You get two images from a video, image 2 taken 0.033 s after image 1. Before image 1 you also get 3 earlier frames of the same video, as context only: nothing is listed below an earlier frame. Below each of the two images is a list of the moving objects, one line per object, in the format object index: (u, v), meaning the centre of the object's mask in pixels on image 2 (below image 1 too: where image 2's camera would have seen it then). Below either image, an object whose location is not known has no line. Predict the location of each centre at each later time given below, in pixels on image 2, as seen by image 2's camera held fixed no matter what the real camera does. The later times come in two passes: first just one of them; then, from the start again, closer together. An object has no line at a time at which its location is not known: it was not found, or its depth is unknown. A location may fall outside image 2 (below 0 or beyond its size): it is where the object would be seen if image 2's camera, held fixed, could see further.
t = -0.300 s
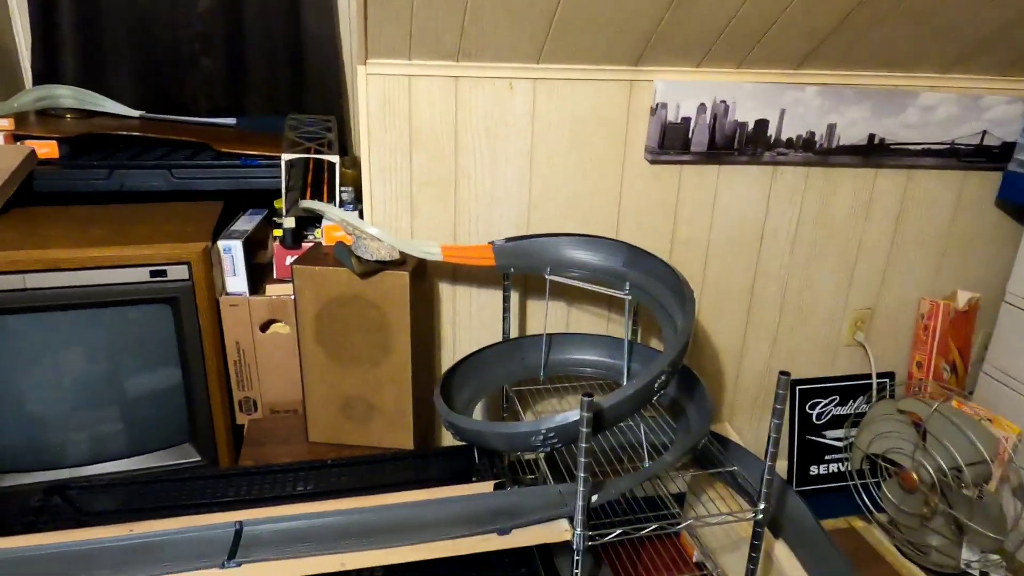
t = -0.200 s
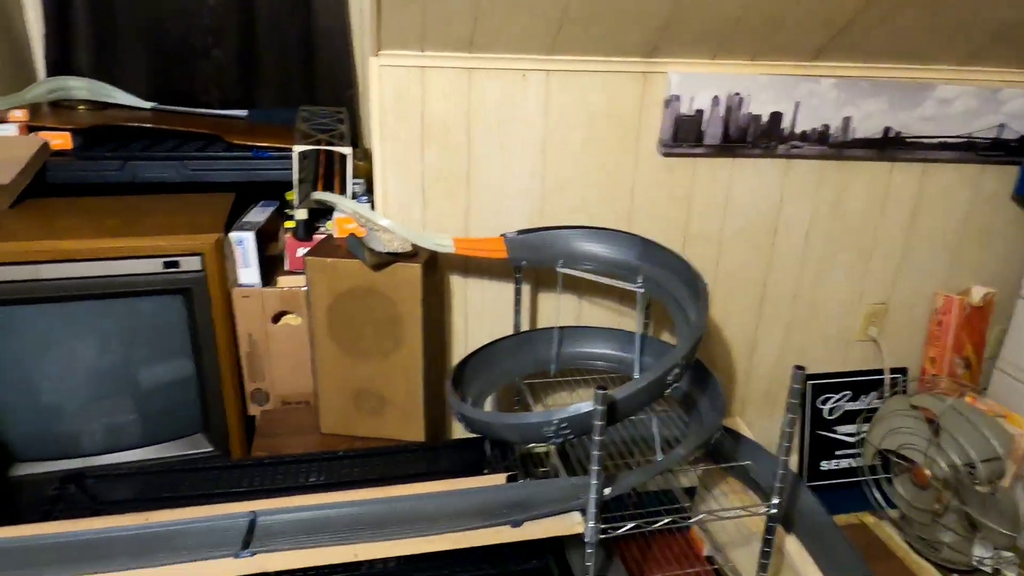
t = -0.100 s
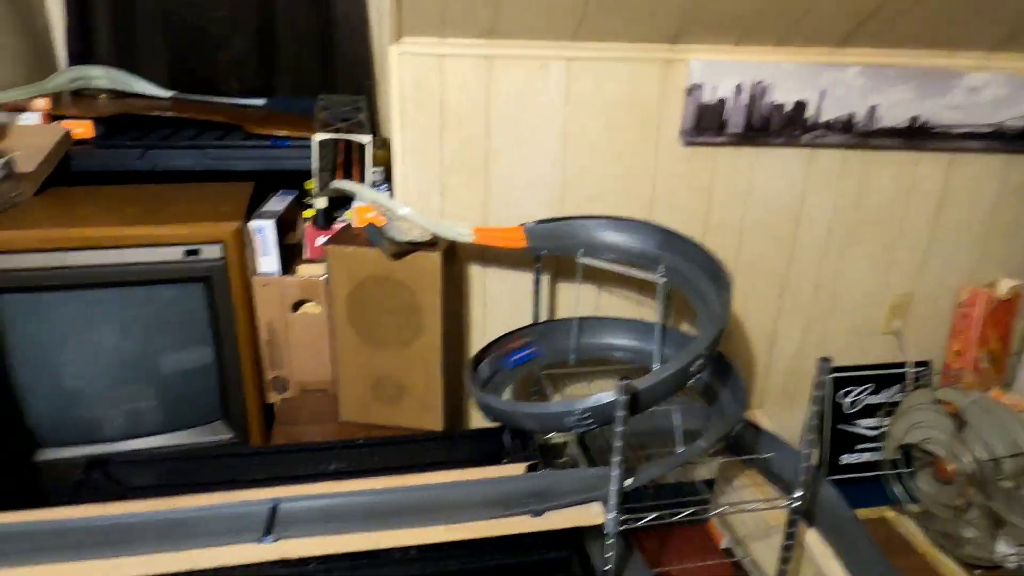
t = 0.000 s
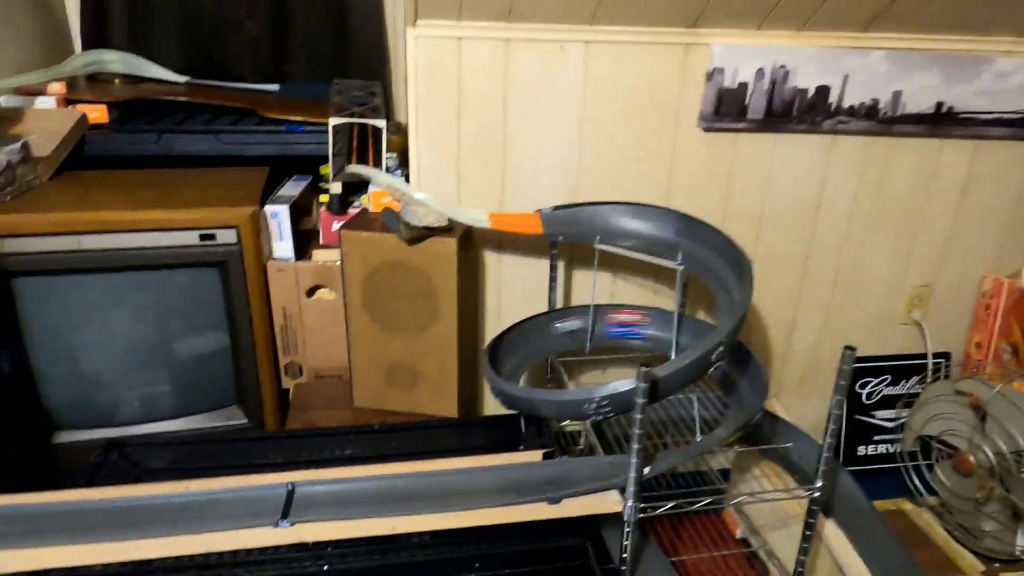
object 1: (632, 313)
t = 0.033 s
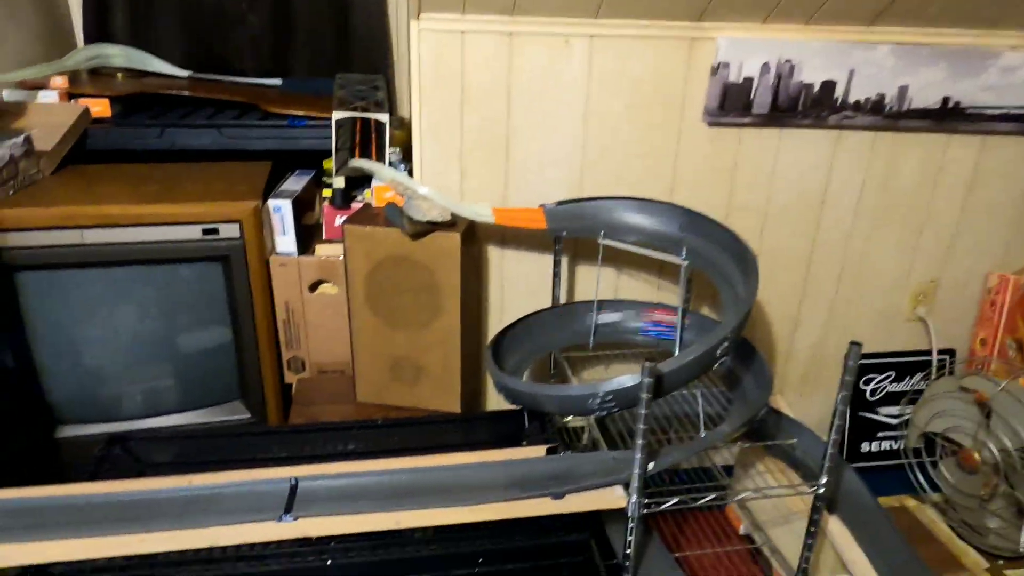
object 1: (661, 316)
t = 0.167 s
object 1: (759, 371)
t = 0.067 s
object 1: (698, 327)
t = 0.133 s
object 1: (750, 357)
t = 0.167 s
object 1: (759, 371)
